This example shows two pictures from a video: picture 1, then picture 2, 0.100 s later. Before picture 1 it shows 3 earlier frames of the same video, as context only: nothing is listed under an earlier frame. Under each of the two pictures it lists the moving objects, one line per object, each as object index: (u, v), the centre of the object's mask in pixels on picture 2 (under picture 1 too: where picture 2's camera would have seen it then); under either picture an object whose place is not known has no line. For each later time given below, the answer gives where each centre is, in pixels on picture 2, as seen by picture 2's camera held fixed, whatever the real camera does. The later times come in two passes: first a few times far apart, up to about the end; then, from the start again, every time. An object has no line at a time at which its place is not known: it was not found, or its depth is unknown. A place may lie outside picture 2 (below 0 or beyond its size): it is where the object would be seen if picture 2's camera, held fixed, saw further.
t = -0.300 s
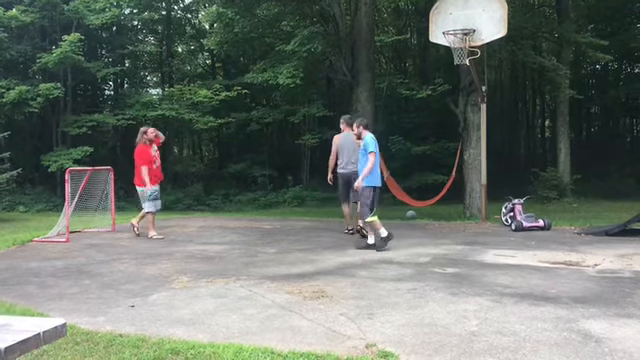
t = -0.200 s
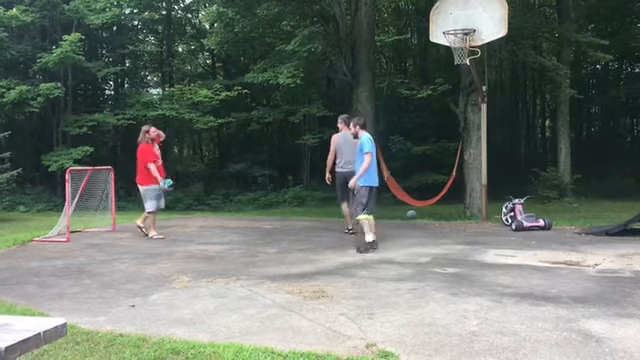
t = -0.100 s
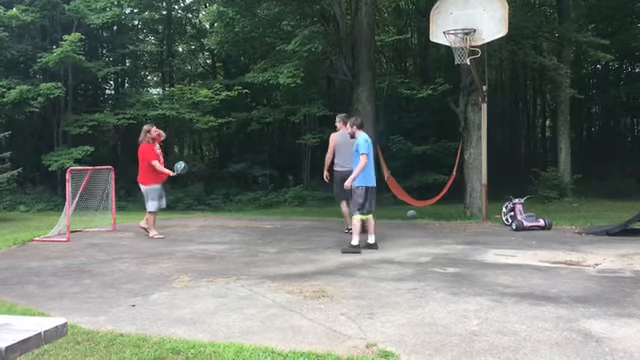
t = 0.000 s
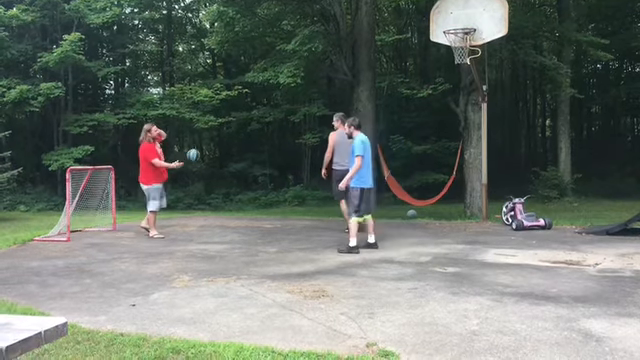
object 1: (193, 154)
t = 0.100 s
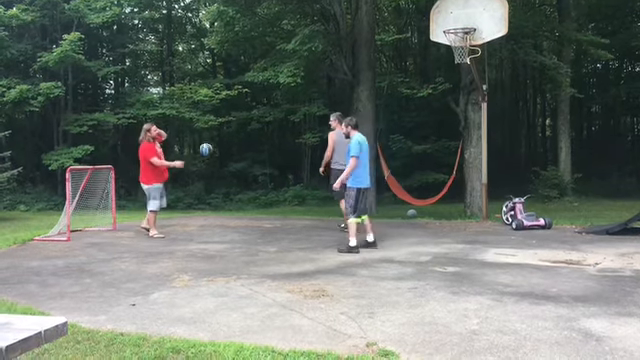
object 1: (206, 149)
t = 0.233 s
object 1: (223, 153)
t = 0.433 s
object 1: (251, 181)
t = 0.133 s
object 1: (210, 149)
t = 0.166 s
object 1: (214, 149)
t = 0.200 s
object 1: (219, 151)
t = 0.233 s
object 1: (223, 153)
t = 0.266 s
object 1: (228, 155)
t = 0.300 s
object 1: (232, 159)
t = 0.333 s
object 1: (237, 163)
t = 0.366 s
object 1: (241, 168)
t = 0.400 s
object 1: (246, 174)
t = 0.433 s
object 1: (251, 181)
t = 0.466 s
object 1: (256, 188)
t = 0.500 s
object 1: (261, 197)
